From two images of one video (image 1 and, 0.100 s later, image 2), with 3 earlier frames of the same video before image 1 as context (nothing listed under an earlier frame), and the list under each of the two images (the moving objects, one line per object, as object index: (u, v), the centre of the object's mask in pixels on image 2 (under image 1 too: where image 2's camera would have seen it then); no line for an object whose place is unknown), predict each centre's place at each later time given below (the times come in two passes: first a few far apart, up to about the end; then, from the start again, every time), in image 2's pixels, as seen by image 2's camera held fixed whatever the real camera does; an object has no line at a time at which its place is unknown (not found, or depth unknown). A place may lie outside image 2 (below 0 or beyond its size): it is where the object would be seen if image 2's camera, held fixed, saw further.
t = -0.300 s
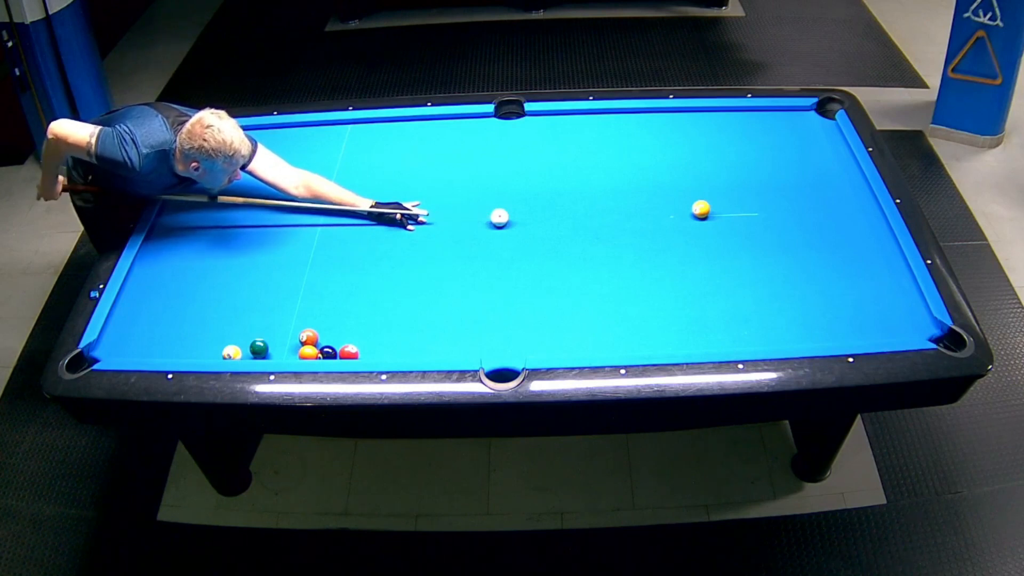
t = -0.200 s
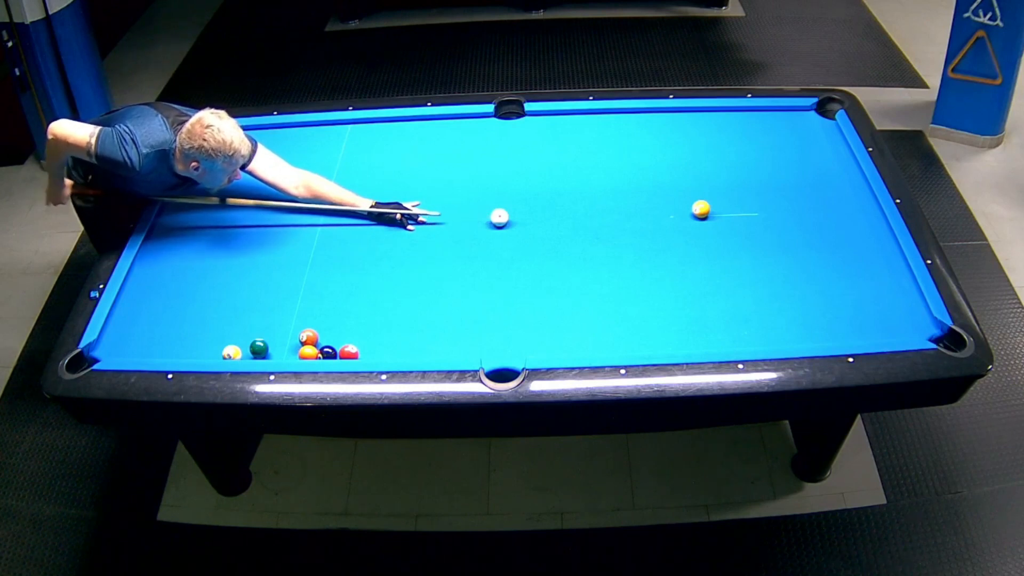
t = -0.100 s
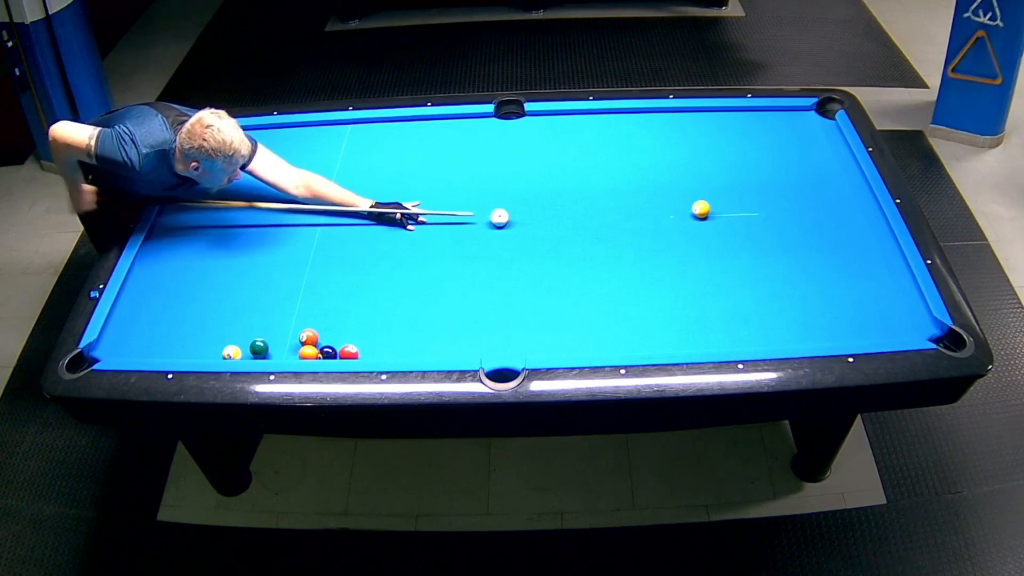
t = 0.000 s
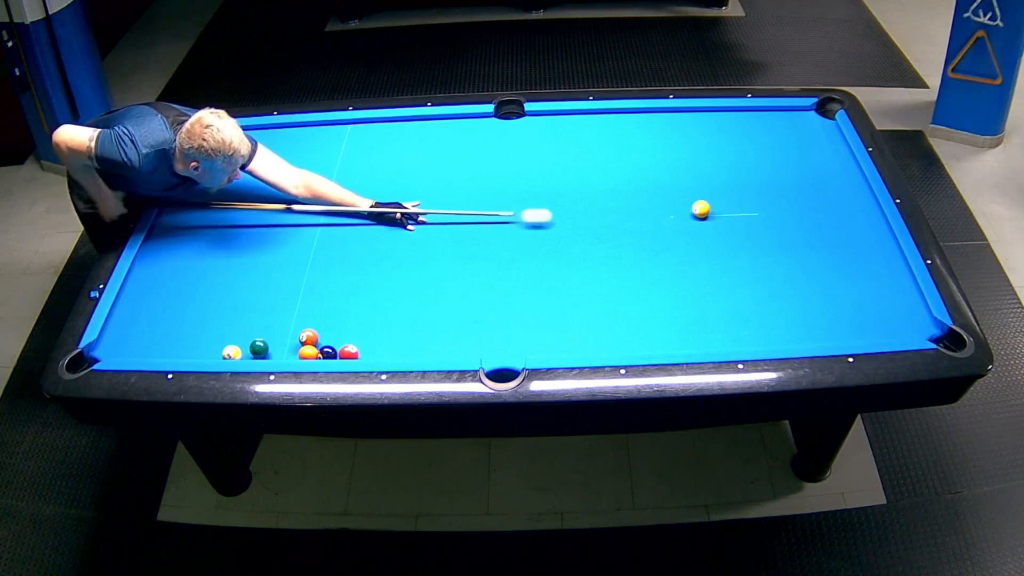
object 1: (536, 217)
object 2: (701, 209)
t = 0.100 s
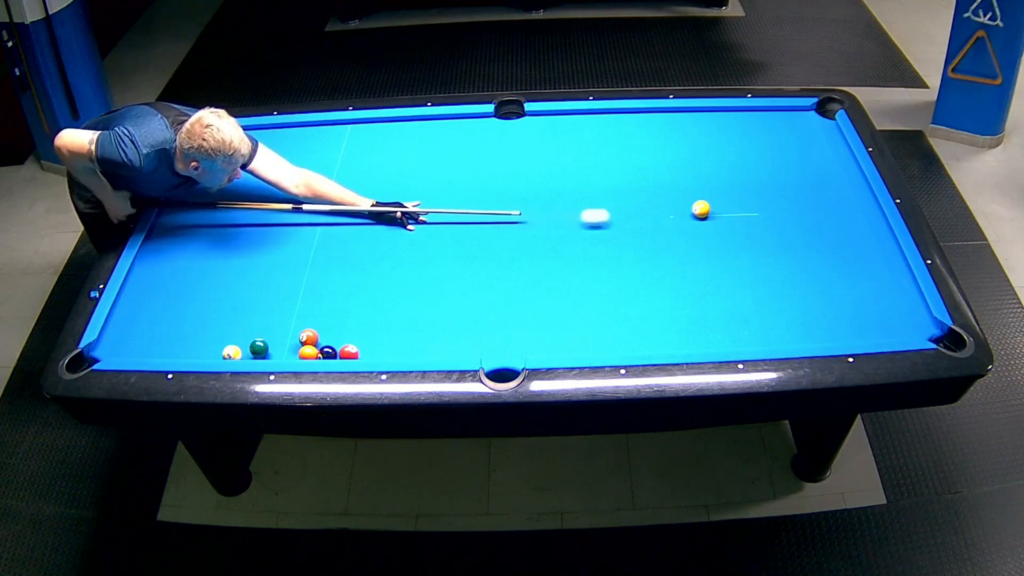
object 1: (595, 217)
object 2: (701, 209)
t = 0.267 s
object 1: (683, 217)
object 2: (703, 208)
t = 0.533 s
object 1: (791, 249)
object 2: (731, 183)
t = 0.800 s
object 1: (899, 280)
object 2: (758, 160)
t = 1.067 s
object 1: (871, 295)
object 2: (781, 140)
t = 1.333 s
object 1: (831, 308)
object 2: (802, 122)
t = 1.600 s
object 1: (791, 320)
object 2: (822, 109)
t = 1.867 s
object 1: (750, 333)
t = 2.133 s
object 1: (711, 342)
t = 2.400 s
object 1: (676, 340)
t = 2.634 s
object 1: (643, 337)
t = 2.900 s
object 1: (614, 334)
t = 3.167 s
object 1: (586, 331)
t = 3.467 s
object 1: (558, 328)
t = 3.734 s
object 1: (536, 326)
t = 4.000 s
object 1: (516, 324)
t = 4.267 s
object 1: (498, 322)
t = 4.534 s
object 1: (482, 320)
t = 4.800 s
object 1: (469, 319)
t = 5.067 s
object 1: (458, 318)
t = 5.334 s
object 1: (449, 317)
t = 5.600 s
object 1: (442, 317)
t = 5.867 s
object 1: (437, 316)
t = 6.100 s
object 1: (434, 316)
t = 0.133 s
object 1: (613, 217)
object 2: (701, 209)
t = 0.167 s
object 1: (631, 217)
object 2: (701, 209)
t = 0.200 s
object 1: (649, 217)
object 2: (701, 209)
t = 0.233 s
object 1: (666, 217)
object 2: (701, 209)
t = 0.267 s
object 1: (683, 217)
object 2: (703, 208)
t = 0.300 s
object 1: (698, 220)
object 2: (704, 205)
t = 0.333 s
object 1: (711, 224)
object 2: (709, 202)
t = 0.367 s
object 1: (724, 229)
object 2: (713, 198)
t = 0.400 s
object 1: (737, 233)
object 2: (717, 195)
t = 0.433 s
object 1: (750, 237)
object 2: (720, 192)
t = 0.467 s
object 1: (764, 241)
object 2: (724, 189)
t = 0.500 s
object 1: (778, 245)
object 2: (728, 186)
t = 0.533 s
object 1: (791, 249)
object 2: (731, 183)
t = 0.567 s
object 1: (805, 253)
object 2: (735, 179)
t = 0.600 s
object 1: (818, 256)
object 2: (738, 176)
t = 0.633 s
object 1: (832, 260)
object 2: (741, 174)
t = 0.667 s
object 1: (846, 265)
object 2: (745, 171)
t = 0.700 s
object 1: (859, 268)
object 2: (748, 168)
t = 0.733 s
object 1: (872, 272)
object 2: (751, 165)
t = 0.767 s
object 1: (886, 276)
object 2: (754, 162)
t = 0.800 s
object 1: (899, 280)
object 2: (758, 160)
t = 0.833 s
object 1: (908, 284)
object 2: (761, 157)
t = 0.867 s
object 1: (902, 286)
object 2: (764, 155)
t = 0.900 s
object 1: (896, 287)
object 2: (767, 152)
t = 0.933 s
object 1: (890, 289)
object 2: (769, 149)
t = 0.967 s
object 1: (885, 290)
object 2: (772, 147)
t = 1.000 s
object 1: (880, 292)
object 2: (775, 144)
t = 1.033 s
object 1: (876, 294)
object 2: (778, 142)
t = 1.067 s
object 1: (871, 295)
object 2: (781, 140)
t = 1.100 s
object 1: (866, 297)
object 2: (784, 137)
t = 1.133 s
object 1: (861, 298)
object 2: (786, 135)
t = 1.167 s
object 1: (856, 300)
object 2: (789, 133)
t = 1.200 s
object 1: (851, 302)
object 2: (792, 130)
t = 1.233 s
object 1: (846, 303)
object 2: (794, 128)
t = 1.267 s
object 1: (841, 304)
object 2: (797, 126)
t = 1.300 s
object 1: (836, 306)
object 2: (799, 124)
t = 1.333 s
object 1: (831, 308)
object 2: (802, 122)
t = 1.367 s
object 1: (826, 309)
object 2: (804, 120)
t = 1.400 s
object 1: (821, 311)
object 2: (806, 118)
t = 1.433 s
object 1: (816, 312)
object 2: (809, 115)
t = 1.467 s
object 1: (811, 314)
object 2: (811, 113)
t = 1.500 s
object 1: (806, 315)
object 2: (814, 111)
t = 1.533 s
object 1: (801, 317)
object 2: (816, 109)
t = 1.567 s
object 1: (796, 319)
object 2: (819, 109)
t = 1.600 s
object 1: (791, 320)
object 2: (822, 109)
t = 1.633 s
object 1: (786, 322)
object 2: (824, 110)
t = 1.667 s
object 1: (781, 323)
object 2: (826, 114)
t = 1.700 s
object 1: (776, 325)
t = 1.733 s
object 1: (771, 326)
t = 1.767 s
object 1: (766, 328)
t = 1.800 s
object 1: (761, 330)
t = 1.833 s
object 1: (755, 331)
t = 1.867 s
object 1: (750, 333)
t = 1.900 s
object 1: (746, 334)
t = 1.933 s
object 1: (740, 336)
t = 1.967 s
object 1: (735, 337)
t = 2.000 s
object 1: (730, 338)
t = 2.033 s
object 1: (725, 339)
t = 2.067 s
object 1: (720, 340)
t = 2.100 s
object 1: (715, 341)
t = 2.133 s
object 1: (711, 342)
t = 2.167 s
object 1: (706, 342)
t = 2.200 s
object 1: (701, 342)
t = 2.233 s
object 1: (697, 341)
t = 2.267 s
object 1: (692, 341)
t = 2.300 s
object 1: (688, 341)
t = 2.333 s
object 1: (684, 341)
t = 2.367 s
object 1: (680, 341)
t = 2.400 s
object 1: (676, 340)
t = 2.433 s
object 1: (672, 340)
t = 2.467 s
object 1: (667, 340)
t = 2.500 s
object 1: (663, 340)
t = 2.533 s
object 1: (659, 339)
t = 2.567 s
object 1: (655, 339)
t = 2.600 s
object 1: (647, 338)
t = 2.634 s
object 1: (643, 337)
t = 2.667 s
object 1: (640, 337)
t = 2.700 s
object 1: (636, 337)
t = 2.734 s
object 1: (632, 336)
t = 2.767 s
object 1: (628, 336)
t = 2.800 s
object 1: (625, 335)
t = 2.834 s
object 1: (621, 335)
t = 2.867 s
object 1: (617, 334)
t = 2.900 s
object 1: (614, 334)
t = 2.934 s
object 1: (610, 334)
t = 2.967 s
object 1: (607, 333)
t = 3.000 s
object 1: (603, 333)
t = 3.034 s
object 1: (600, 332)
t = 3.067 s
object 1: (596, 332)
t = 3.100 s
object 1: (593, 332)
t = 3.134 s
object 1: (590, 331)
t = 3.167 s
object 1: (586, 331)
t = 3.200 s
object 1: (583, 331)
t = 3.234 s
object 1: (580, 330)
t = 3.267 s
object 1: (577, 330)
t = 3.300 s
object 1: (574, 330)
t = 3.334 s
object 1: (570, 330)
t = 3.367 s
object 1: (567, 329)
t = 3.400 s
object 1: (564, 329)
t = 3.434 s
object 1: (561, 328)
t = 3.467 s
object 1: (558, 328)
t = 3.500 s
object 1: (555, 328)
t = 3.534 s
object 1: (552, 328)
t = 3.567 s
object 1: (550, 327)
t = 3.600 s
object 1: (547, 327)
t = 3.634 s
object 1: (544, 327)
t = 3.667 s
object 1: (541, 327)
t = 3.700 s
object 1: (539, 326)
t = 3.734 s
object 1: (536, 326)
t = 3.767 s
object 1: (533, 326)
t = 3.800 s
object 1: (530, 326)
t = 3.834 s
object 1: (528, 326)
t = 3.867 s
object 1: (525, 325)
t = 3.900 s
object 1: (523, 325)
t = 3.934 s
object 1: (520, 325)
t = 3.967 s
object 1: (518, 324)
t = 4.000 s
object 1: (516, 324)
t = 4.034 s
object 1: (513, 324)
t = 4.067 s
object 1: (511, 324)
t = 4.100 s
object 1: (508, 324)
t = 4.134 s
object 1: (506, 323)
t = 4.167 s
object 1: (504, 323)
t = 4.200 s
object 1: (502, 323)
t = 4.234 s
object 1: (500, 323)
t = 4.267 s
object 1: (498, 322)
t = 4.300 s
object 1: (496, 322)
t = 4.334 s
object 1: (494, 322)
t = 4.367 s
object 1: (492, 321)
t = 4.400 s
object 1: (490, 321)
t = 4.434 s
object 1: (488, 321)
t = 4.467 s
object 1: (486, 321)
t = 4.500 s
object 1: (484, 321)
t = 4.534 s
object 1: (482, 320)
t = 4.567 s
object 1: (481, 320)
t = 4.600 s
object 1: (479, 320)
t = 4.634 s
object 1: (477, 320)
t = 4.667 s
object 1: (475, 320)
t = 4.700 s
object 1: (474, 319)
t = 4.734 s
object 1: (472, 319)
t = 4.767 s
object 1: (471, 319)
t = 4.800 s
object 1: (469, 319)
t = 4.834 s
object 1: (468, 319)
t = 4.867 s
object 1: (466, 319)
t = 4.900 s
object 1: (465, 319)
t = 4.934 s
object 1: (463, 319)
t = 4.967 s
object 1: (462, 319)
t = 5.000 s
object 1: (460, 318)
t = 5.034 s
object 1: (459, 318)
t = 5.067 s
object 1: (458, 318)
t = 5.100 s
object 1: (457, 318)
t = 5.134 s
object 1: (456, 318)
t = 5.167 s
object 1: (454, 318)
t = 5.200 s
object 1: (453, 318)
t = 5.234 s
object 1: (452, 318)
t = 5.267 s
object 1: (451, 317)
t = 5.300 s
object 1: (450, 317)
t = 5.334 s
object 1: (449, 317)
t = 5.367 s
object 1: (448, 317)
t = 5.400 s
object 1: (447, 317)
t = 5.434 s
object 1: (446, 317)
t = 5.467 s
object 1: (445, 317)
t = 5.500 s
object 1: (444, 317)
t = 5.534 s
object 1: (443, 317)
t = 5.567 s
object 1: (443, 317)
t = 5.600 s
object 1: (442, 317)
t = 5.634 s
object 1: (441, 317)
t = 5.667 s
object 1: (440, 317)
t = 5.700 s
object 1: (440, 317)
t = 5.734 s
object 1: (439, 317)
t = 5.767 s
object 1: (438, 317)
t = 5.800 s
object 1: (438, 316)
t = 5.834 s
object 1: (437, 316)
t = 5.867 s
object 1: (437, 316)
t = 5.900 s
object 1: (436, 316)
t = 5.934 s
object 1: (436, 316)
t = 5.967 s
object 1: (436, 316)
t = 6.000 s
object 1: (435, 316)
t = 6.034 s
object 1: (435, 316)
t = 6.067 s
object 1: (434, 316)
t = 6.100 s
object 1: (434, 316)
